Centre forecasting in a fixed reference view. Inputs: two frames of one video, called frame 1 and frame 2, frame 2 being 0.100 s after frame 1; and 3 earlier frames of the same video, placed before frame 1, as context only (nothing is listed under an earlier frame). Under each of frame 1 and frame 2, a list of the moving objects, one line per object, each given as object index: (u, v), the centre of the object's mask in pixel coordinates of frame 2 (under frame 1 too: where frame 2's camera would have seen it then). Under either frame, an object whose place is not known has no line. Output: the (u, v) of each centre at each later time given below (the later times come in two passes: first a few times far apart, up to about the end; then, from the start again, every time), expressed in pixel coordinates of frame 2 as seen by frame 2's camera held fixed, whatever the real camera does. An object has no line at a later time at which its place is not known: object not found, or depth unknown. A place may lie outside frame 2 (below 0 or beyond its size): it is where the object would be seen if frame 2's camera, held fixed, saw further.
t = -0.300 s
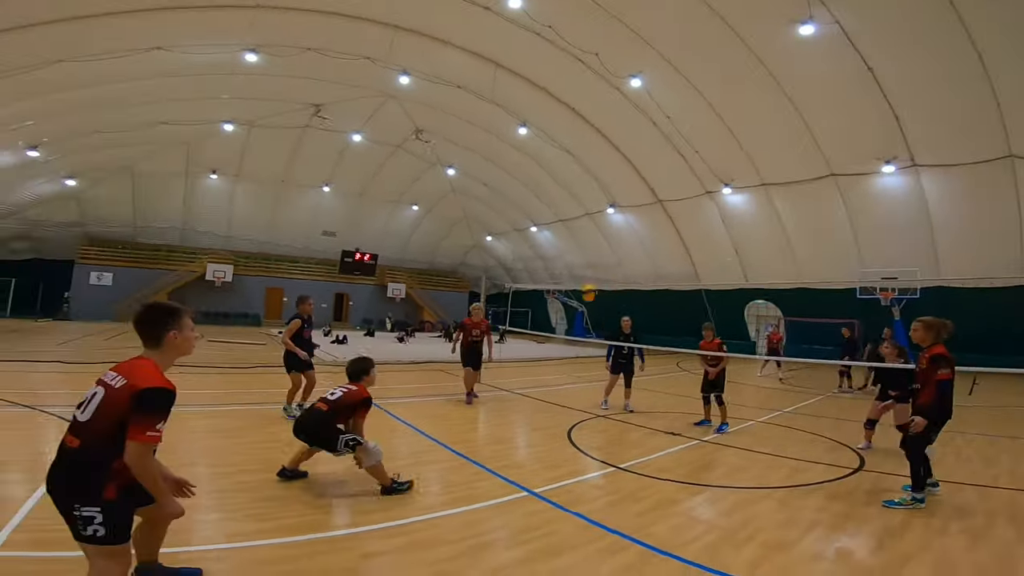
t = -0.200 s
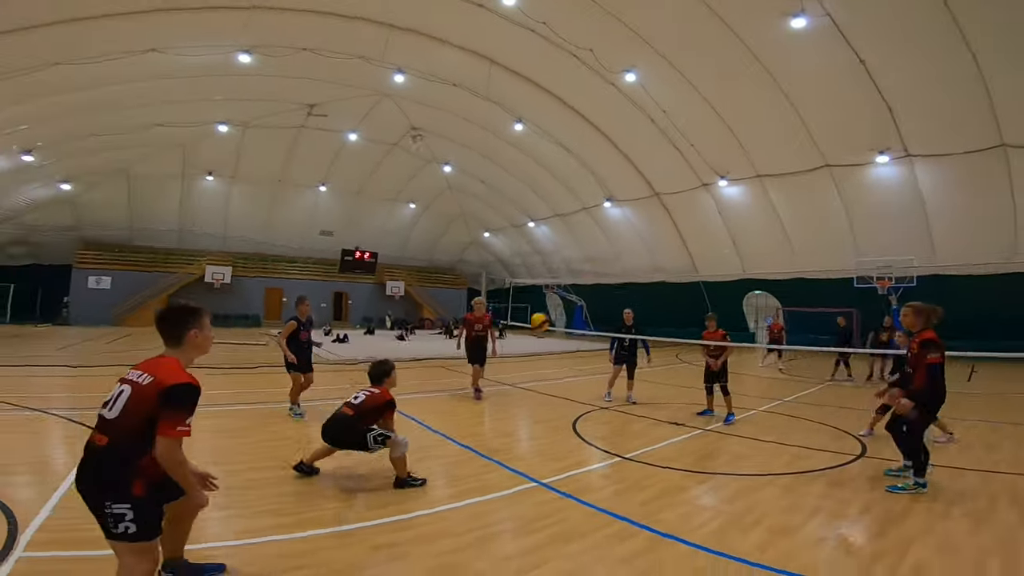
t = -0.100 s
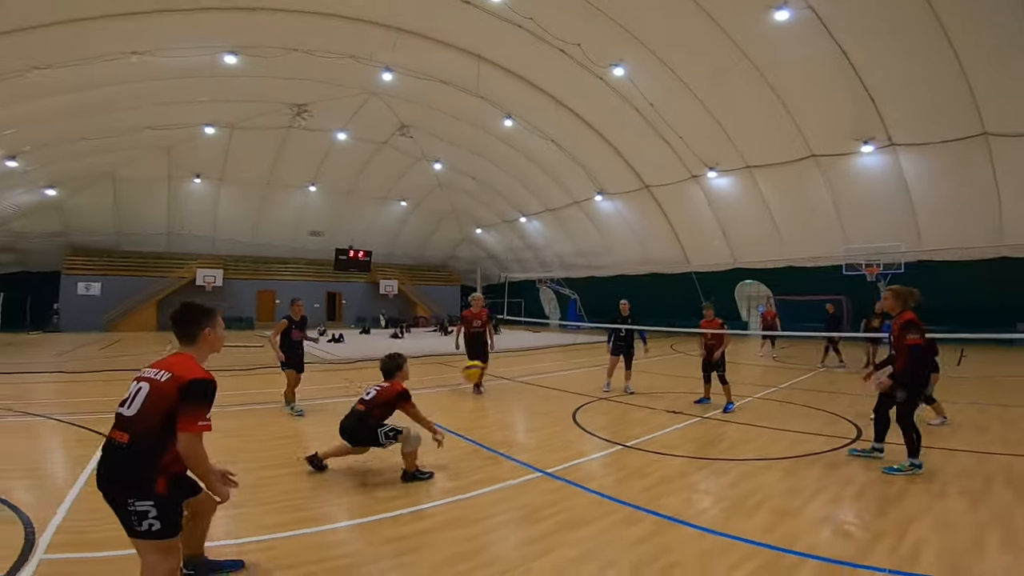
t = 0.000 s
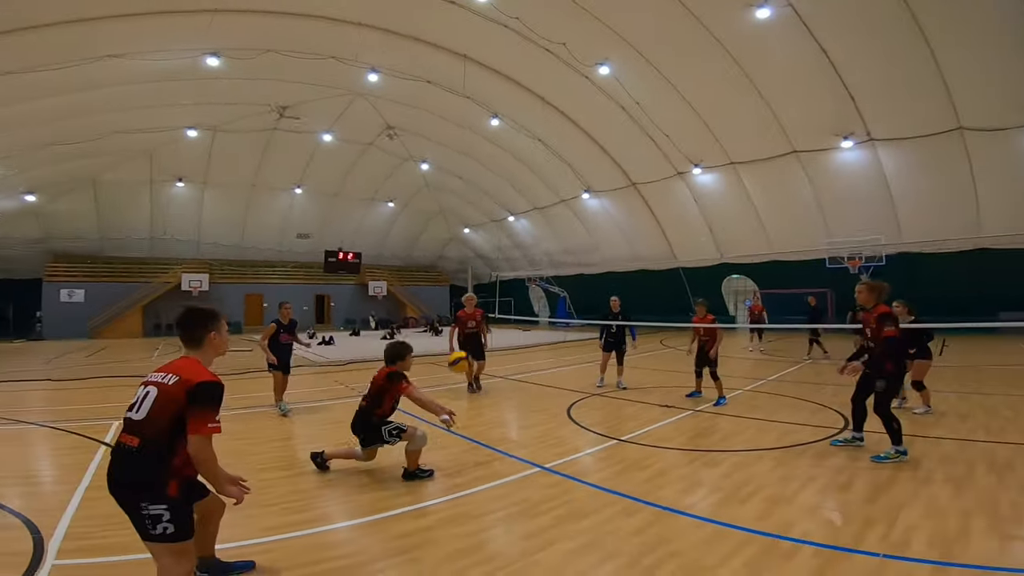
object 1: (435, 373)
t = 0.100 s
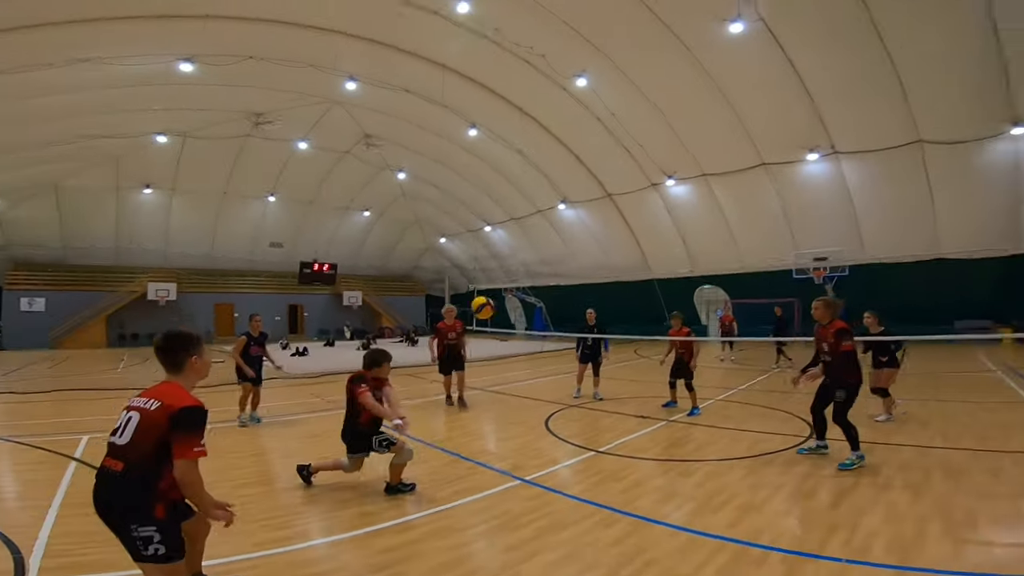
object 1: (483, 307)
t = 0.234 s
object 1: (534, 243)
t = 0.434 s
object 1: (597, 175)
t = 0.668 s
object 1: (649, 168)
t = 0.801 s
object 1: (670, 180)
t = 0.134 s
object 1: (496, 290)
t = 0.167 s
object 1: (510, 274)
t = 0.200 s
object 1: (522, 258)
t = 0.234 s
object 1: (534, 243)
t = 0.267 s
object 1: (545, 230)
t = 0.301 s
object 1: (556, 217)
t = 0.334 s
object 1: (567, 204)
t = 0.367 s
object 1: (577, 193)
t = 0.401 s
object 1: (587, 183)
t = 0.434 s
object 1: (597, 175)
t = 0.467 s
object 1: (605, 170)
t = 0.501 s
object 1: (614, 165)
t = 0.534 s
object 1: (622, 164)
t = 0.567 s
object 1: (629, 163)
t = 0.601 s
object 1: (637, 162)
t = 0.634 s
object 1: (643, 165)
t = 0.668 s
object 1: (649, 168)
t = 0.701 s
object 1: (655, 171)
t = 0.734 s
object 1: (660, 174)
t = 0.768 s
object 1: (665, 177)
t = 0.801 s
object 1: (670, 180)
